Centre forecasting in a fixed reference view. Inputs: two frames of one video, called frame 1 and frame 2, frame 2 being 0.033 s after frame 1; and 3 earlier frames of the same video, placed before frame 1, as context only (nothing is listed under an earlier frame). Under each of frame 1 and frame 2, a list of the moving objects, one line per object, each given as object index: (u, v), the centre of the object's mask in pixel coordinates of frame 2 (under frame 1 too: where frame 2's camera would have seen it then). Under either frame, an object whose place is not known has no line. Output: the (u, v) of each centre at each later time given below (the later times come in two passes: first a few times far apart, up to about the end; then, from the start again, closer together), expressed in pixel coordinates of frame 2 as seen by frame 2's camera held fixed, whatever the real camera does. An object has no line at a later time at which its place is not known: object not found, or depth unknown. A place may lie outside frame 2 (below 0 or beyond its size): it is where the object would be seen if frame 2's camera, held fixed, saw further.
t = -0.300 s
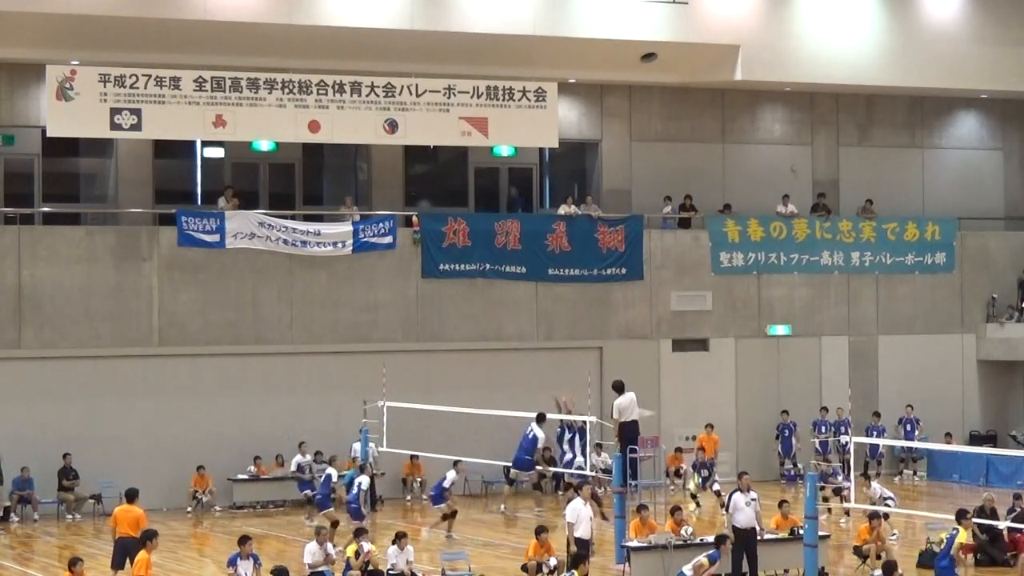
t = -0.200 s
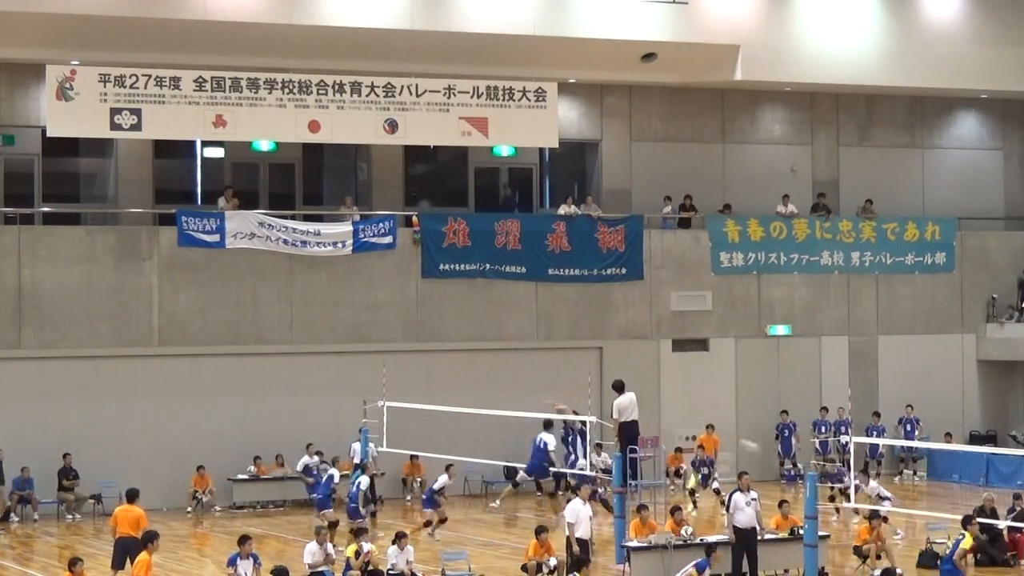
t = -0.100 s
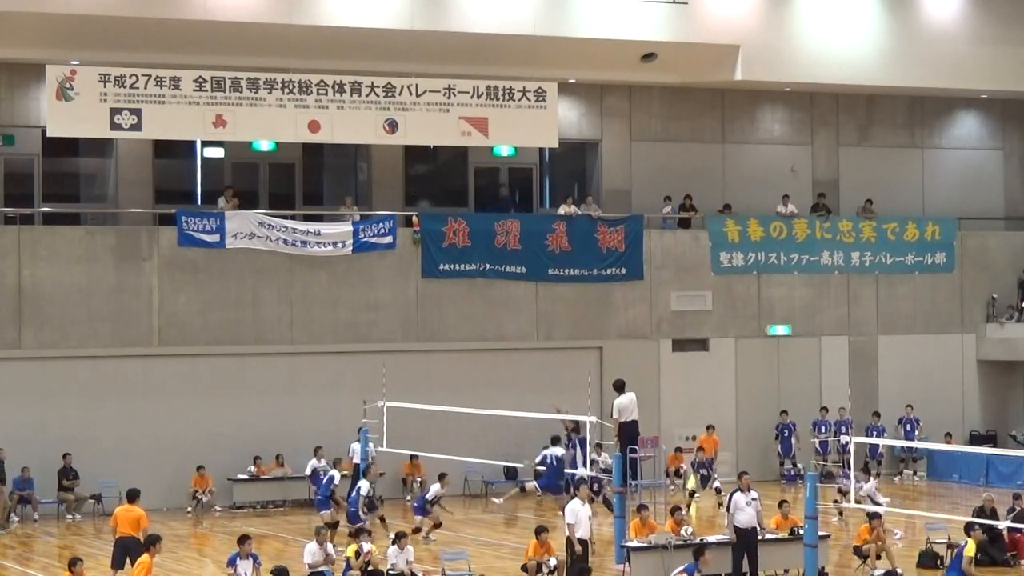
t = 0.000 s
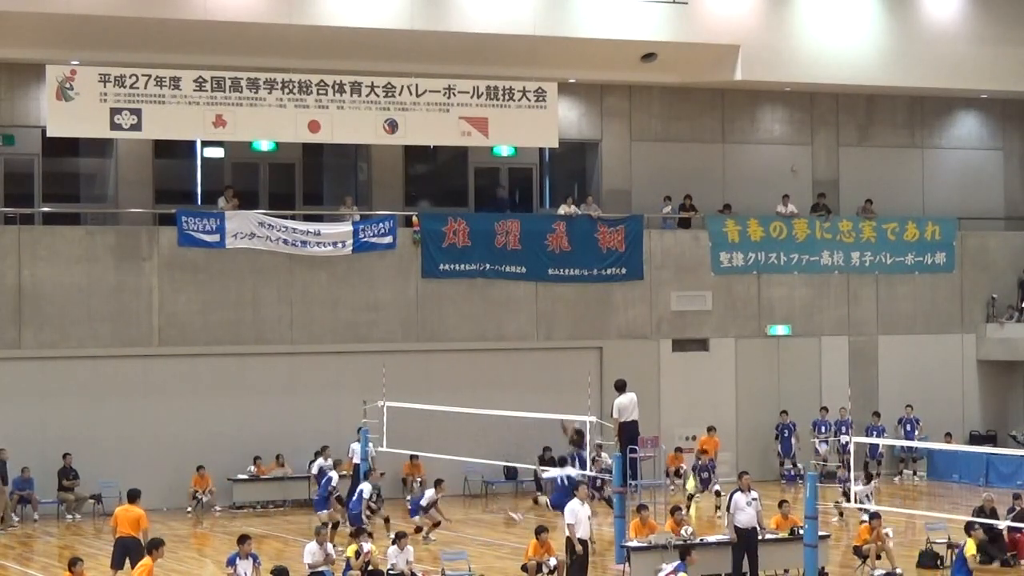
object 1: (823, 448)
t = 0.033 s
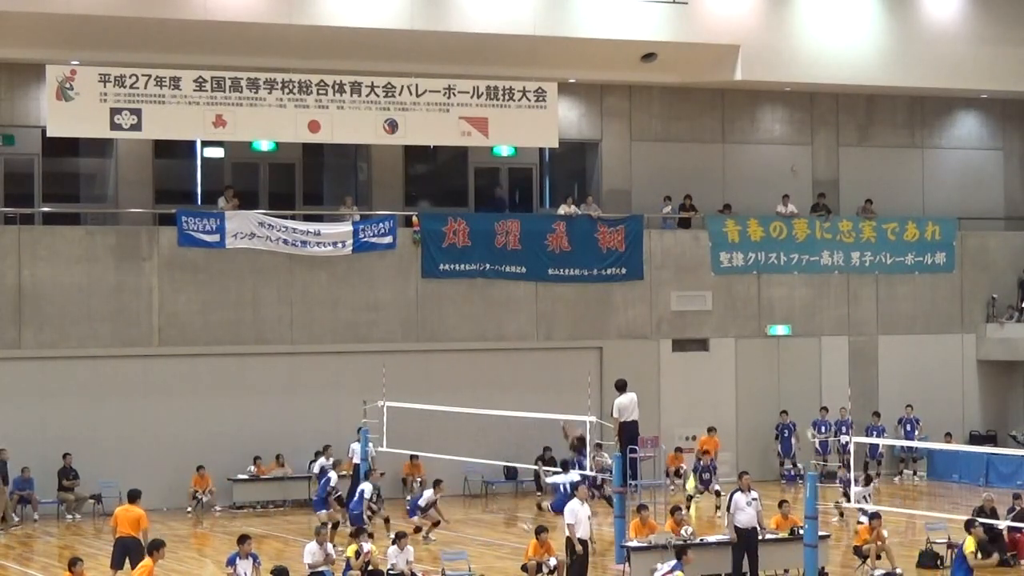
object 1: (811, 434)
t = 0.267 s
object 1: (733, 359)
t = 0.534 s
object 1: (643, 306)
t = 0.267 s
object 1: (733, 359)
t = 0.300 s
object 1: (722, 350)
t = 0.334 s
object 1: (711, 344)
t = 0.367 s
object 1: (701, 337)
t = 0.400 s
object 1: (688, 329)
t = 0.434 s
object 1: (678, 323)
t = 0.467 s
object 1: (667, 317)
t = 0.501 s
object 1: (655, 311)
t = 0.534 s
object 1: (643, 306)
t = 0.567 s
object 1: (632, 303)
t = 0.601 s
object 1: (621, 300)
